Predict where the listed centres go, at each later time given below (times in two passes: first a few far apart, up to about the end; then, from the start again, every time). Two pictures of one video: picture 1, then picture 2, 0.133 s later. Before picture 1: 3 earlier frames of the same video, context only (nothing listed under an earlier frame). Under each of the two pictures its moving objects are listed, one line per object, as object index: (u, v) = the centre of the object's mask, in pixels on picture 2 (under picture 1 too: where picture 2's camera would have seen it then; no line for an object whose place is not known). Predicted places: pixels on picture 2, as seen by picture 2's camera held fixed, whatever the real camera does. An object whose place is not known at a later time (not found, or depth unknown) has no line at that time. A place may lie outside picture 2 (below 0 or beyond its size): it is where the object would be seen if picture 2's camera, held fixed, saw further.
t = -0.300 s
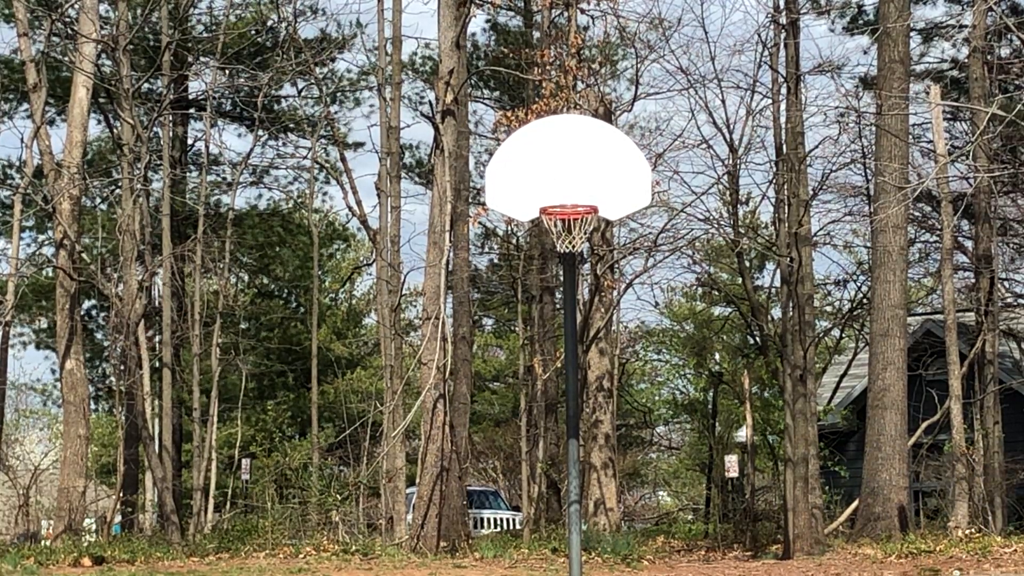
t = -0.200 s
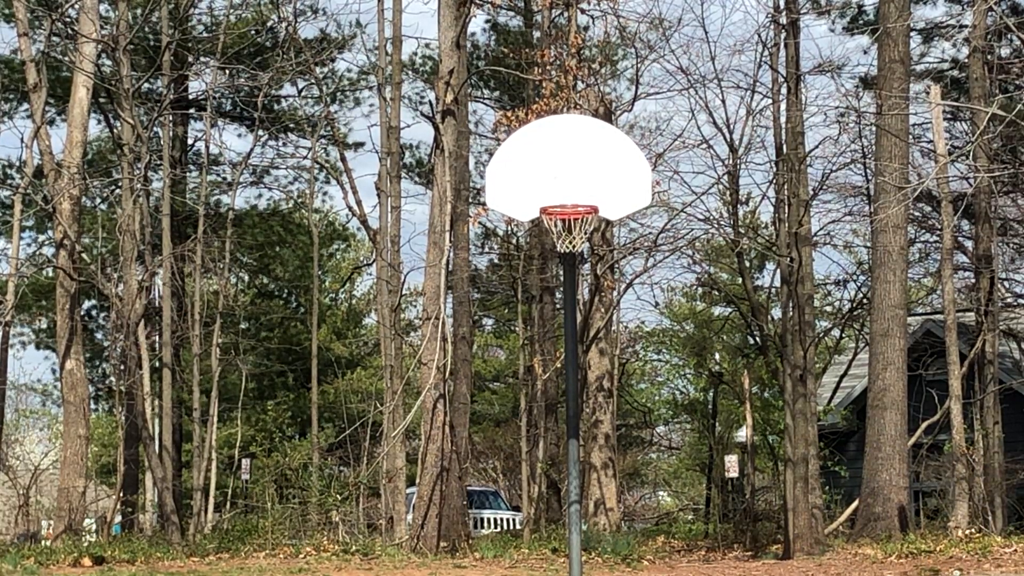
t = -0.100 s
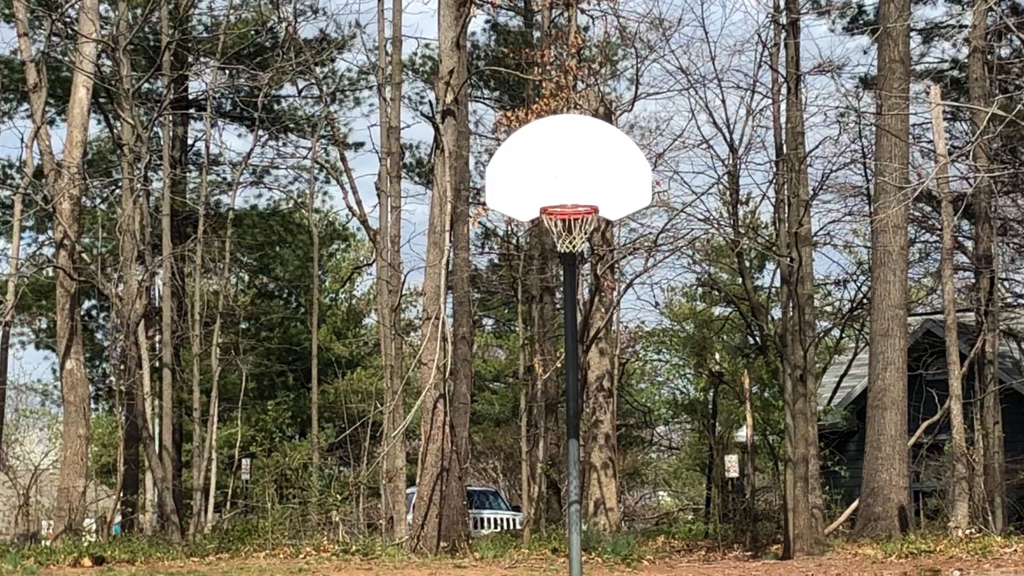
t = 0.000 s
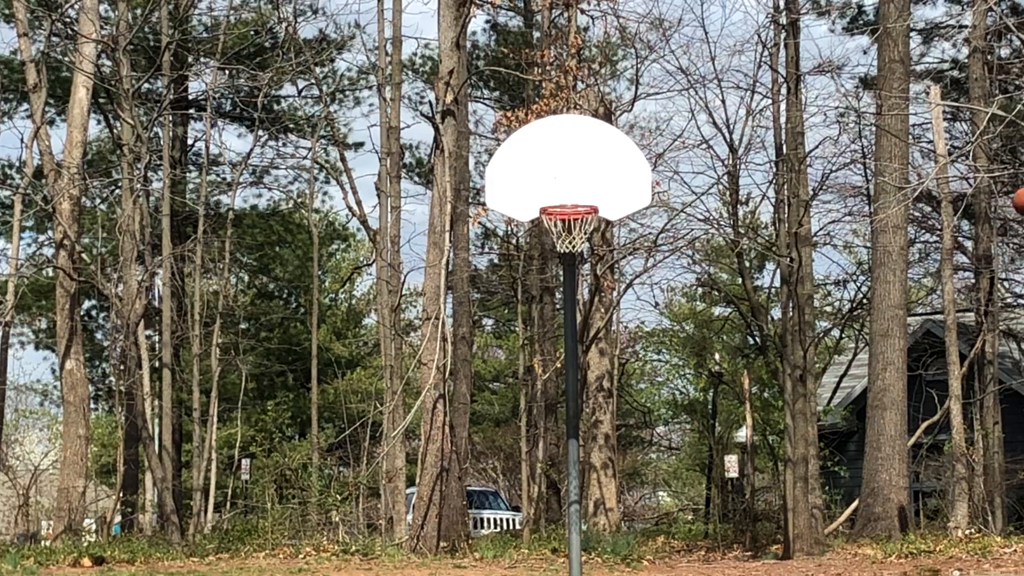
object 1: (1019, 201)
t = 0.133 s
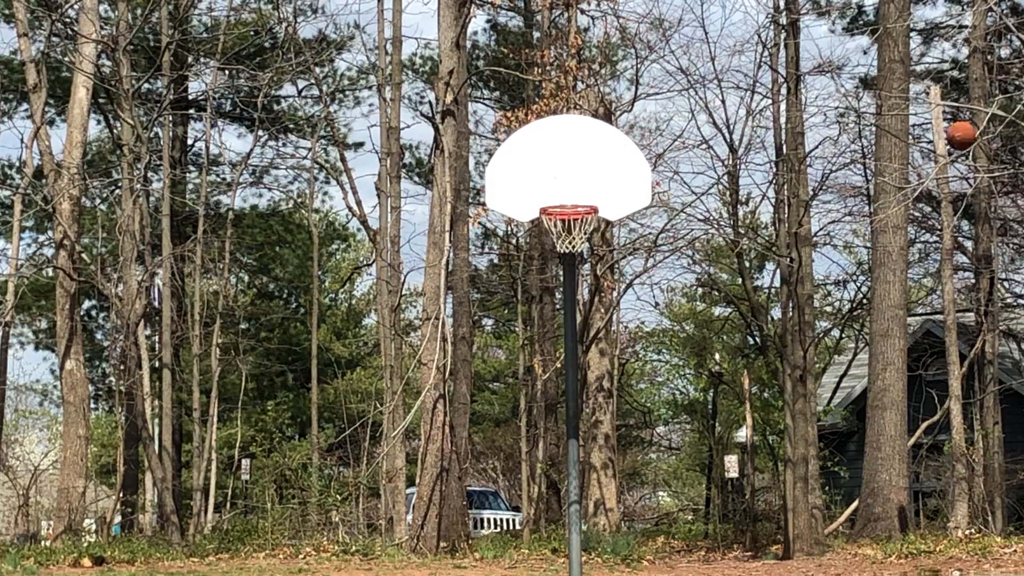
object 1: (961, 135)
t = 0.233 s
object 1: (911, 100)
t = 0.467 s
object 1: (800, 64)
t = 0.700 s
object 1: (692, 91)
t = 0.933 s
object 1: (588, 183)
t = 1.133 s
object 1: (533, 250)
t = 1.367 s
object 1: (504, 334)
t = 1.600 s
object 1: (475, 480)
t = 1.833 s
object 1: (475, 490)
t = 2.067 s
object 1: (501, 392)
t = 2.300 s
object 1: (529, 361)
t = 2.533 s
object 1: (556, 393)
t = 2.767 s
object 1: (585, 485)
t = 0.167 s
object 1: (944, 122)
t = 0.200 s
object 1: (928, 111)
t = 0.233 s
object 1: (911, 100)
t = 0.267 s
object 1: (896, 91)
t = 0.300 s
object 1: (879, 83)
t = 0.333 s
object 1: (864, 77)
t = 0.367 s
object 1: (848, 71)
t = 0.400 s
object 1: (832, 68)
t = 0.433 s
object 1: (817, 65)
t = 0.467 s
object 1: (800, 64)
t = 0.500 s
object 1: (785, 64)
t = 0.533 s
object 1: (769, 65)
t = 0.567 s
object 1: (754, 68)
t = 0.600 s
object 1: (738, 71)
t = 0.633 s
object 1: (723, 76)
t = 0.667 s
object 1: (708, 83)
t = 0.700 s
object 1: (692, 91)
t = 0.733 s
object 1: (677, 101)
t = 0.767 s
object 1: (662, 111)
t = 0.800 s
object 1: (648, 123)
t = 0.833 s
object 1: (633, 135)
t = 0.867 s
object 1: (618, 150)
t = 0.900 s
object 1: (603, 166)
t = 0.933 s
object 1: (588, 183)
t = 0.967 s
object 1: (574, 197)
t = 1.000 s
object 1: (559, 223)
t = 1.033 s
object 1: (549, 233)
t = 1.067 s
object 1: (543, 242)
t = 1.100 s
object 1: (538, 244)
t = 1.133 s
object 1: (533, 250)
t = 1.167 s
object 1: (529, 258)
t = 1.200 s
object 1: (525, 267)
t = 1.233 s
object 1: (521, 279)
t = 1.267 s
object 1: (517, 290)
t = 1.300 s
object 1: (512, 304)
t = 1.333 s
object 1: (508, 318)
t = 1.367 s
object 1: (504, 334)
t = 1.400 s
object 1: (500, 351)
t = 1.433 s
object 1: (496, 369)
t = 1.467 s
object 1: (492, 389)
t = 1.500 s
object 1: (487, 409)
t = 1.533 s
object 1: (483, 431)
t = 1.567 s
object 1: (479, 455)
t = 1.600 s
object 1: (475, 480)
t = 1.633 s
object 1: (470, 506)
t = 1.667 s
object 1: (466, 534)
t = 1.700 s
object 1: (461, 562)
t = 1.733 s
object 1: (464, 554)
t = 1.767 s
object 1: (467, 531)
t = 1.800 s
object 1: (471, 510)
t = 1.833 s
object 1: (475, 490)
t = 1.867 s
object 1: (479, 472)
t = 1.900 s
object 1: (482, 455)
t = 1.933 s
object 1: (486, 440)
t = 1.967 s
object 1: (490, 426)
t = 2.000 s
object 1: (493, 413)
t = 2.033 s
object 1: (497, 402)
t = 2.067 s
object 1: (501, 392)
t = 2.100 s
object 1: (505, 384)
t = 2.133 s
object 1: (509, 377)
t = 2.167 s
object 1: (513, 371)
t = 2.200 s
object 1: (517, 367)
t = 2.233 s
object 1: (521, 364)
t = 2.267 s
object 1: (525, 361)
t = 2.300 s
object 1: (529, 361)
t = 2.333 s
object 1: (532, 361)
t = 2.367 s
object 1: (536, 363)
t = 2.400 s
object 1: (540, 366)
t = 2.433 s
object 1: (544, 371)
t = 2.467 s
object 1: (548, 377)
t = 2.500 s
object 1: (552, 385)
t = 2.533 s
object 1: (556, 393)
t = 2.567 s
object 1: (560, 402)
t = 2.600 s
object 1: (565, 412)
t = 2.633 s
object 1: (568, 424)
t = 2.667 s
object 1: (573, 438)
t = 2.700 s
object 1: (576, 452)
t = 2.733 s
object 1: (581, 468)
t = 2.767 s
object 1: (585, 485)
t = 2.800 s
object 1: (589, 503)
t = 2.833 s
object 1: (593, 522)
